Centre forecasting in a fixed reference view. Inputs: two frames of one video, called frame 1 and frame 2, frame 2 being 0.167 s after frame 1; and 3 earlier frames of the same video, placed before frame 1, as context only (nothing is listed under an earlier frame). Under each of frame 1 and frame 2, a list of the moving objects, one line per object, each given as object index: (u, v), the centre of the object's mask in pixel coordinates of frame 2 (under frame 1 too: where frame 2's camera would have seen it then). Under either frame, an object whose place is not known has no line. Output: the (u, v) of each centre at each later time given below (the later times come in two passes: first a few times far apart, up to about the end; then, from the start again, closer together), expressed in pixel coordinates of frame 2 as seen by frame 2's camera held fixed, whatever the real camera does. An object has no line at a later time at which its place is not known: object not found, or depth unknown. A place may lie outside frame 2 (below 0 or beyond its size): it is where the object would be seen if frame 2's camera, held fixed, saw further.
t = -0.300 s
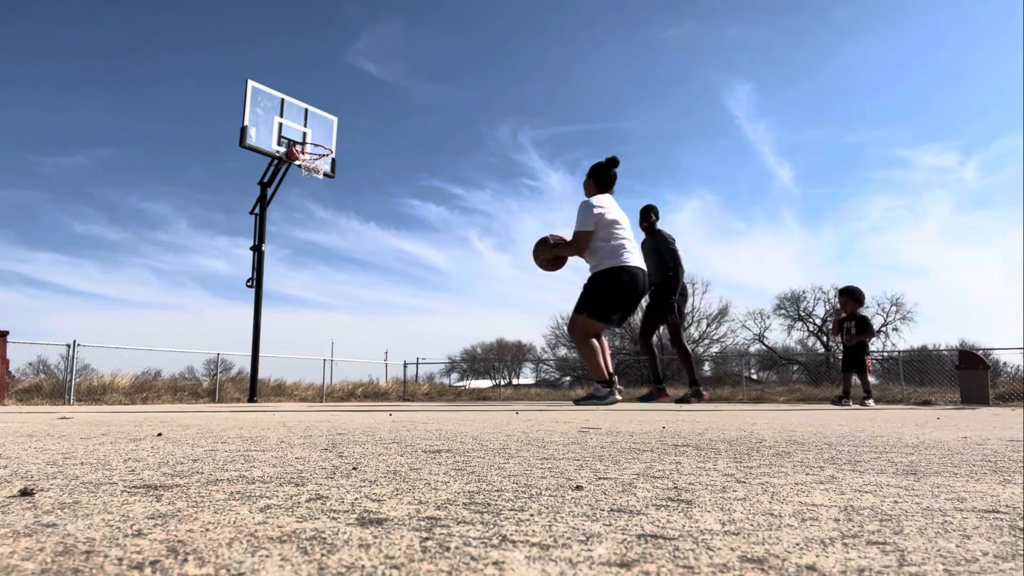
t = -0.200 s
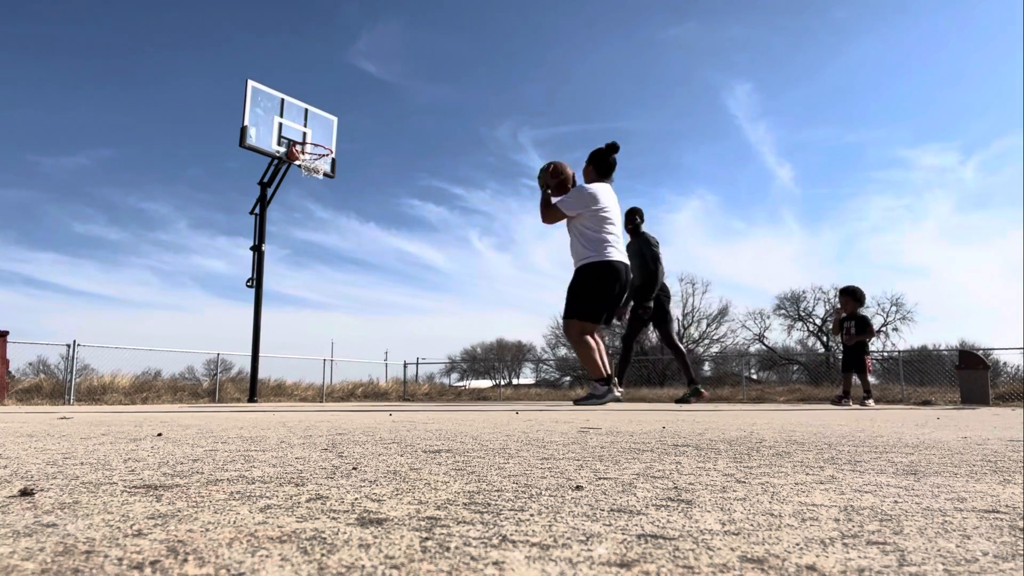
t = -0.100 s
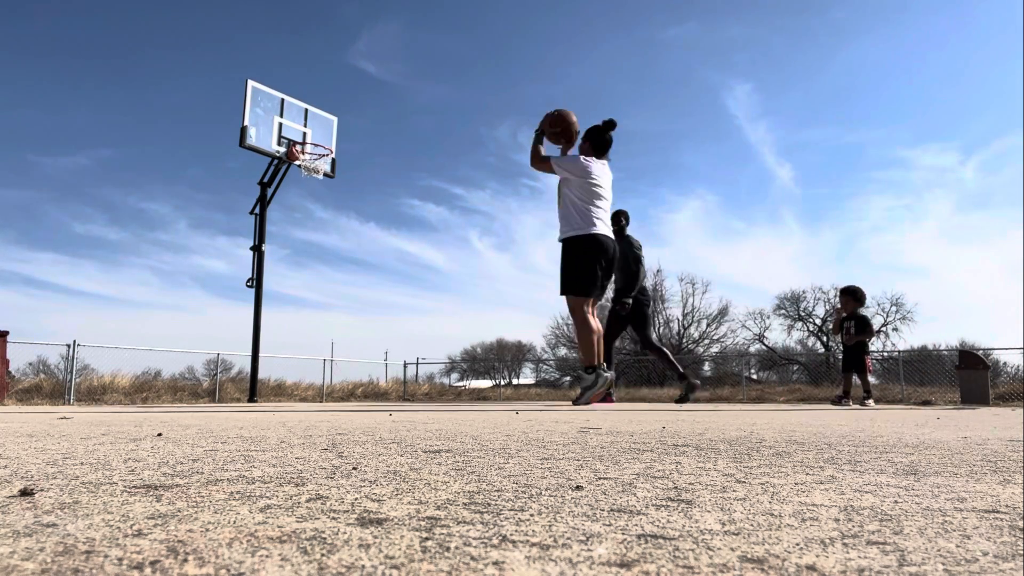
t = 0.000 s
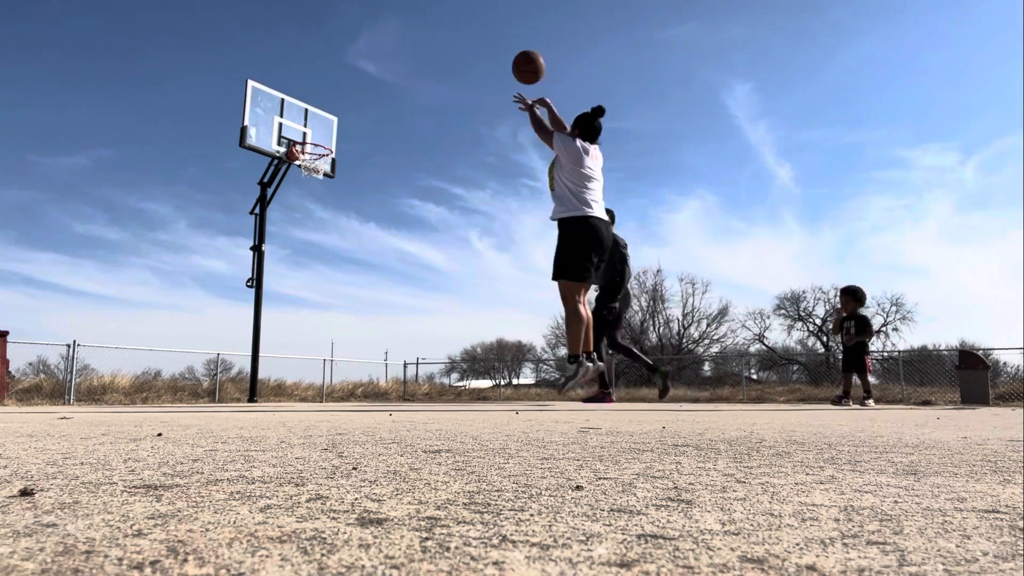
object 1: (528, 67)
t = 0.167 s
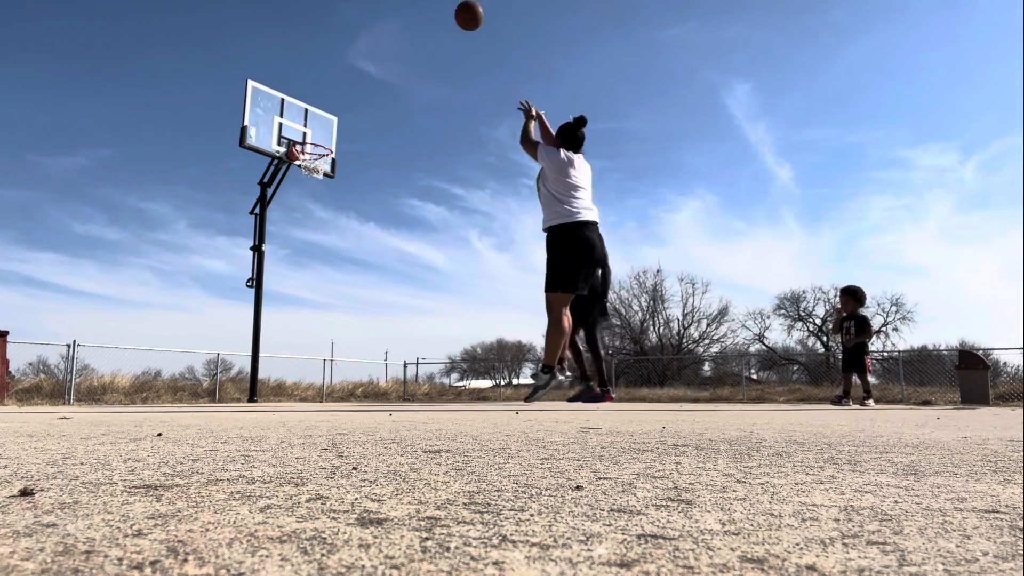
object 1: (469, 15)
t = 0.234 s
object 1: (449, 9)
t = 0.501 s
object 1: (388, 11)
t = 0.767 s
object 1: (340, 71)
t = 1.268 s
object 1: (316, 196)
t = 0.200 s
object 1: (459, 12)
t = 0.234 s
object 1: (449, 9)
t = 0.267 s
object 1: (440, 8)
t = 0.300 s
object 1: (432, 6)
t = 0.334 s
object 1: (423, 6)
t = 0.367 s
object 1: (415, 6)
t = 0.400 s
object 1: (408, 6)
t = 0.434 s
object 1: (401, 7)
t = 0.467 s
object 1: (394, 9)
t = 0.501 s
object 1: (388, 11)
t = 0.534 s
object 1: (381, 16)
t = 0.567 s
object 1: (375, 22)
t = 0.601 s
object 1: (369, 29)
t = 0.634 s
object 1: (363, 36)
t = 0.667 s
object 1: (357, 44)
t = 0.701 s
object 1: (351, 53)
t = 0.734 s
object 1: (346, 62)
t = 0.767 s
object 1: (340, 71)
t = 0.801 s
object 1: (335, 82)
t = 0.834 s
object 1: (330, 93)
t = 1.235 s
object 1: (314, 189)
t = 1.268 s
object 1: (316, 196)
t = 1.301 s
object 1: (318, 203)
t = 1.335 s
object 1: (320, 211)
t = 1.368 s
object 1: (322, 220)
